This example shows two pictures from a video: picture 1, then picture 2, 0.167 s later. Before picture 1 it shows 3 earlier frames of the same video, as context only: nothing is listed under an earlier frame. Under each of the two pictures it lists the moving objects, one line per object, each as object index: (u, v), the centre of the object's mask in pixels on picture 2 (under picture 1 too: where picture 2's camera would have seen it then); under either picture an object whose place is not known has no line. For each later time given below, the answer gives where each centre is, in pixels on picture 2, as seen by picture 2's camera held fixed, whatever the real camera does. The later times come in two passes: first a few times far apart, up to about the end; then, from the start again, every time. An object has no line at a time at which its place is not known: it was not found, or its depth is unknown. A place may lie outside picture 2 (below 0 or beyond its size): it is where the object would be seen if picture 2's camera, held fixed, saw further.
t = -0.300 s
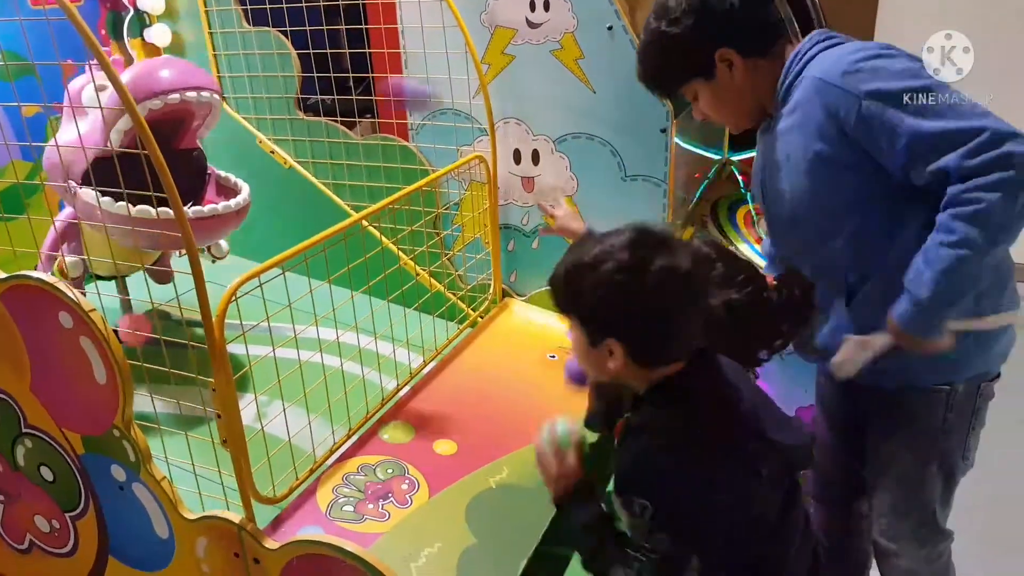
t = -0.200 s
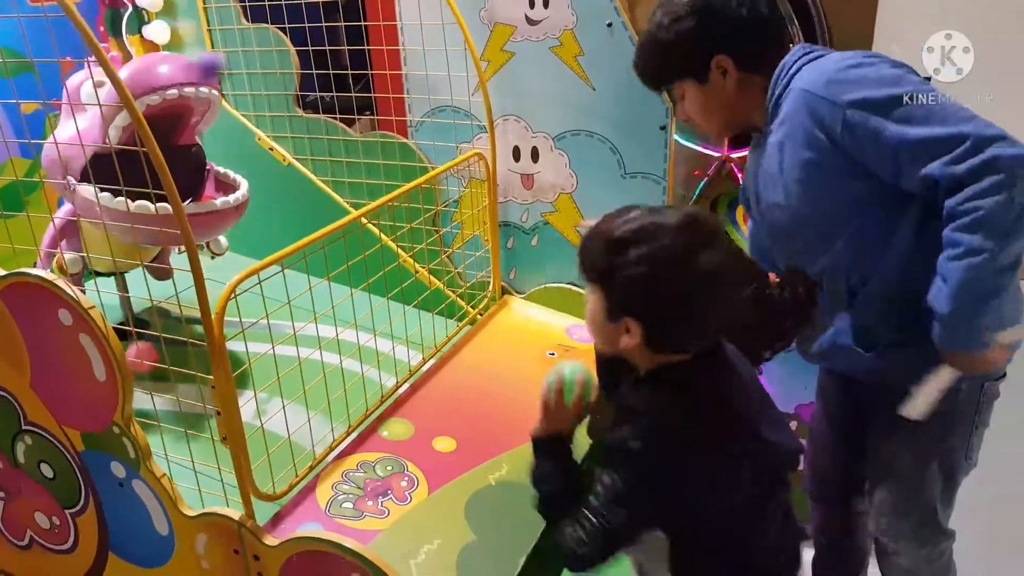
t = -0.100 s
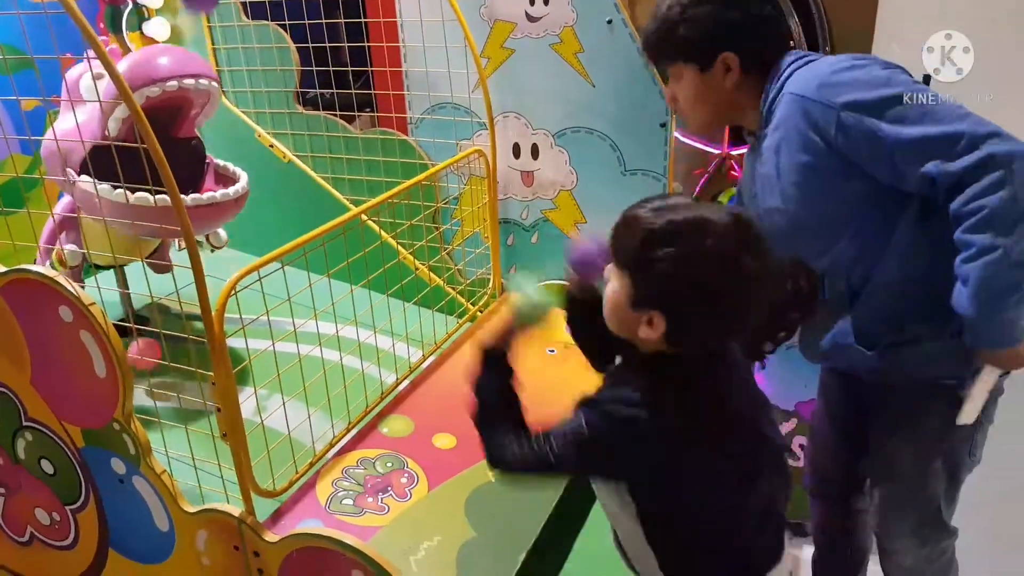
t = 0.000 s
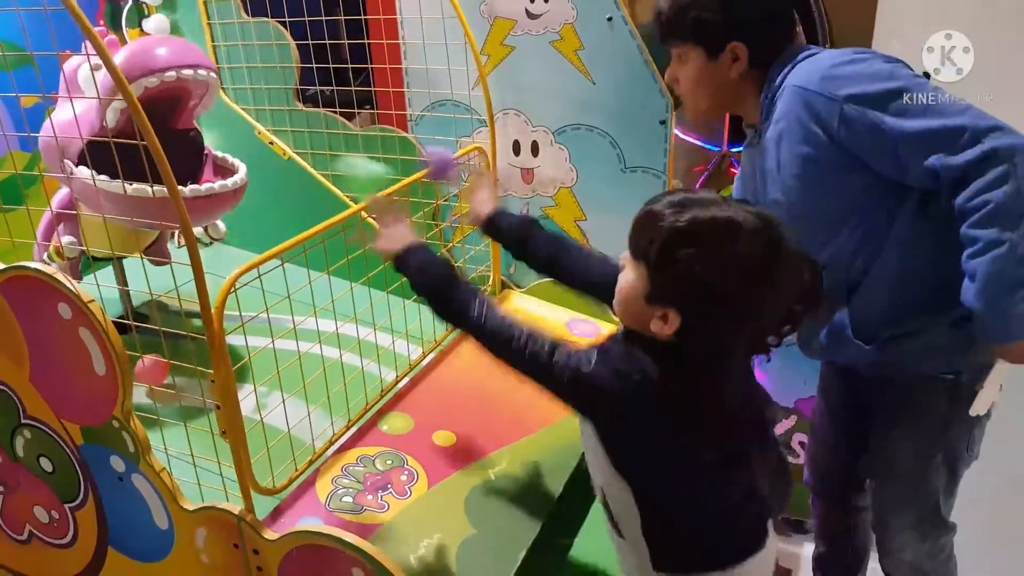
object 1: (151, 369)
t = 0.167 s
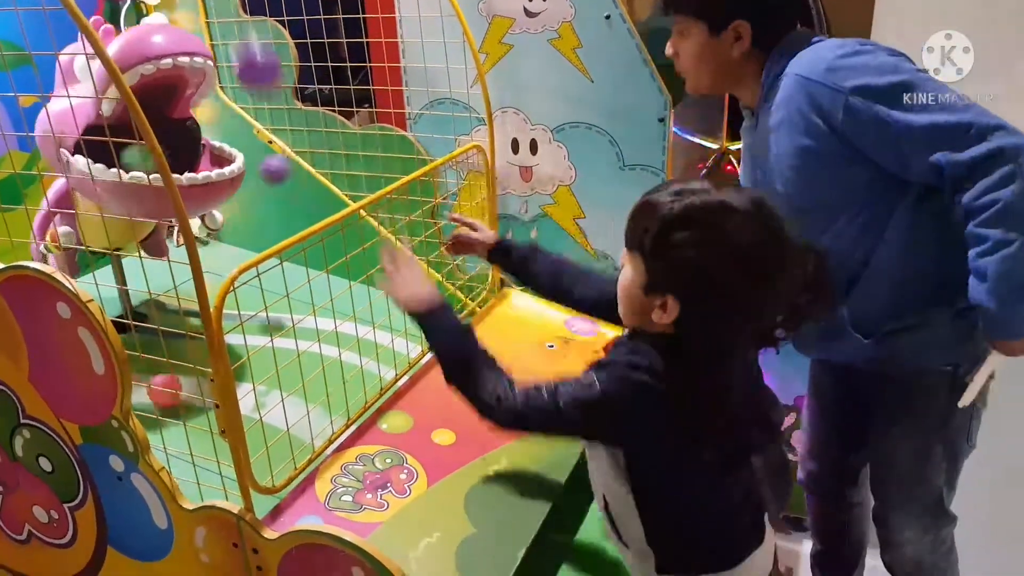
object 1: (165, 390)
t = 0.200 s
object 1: (169, 396)
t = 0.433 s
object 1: (201, 436)
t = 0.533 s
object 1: (216, 456)
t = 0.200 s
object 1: (169, 396)
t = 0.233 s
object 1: (172, 401)
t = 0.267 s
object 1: (178, 408)
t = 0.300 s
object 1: (181, 414)
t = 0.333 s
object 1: (186, 417)
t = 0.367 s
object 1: (191, 424)
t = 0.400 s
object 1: (196, 430)
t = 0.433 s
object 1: (201, 436)
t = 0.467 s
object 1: (206, 440)
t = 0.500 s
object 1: (210, 445)
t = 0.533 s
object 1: (216, 456)
